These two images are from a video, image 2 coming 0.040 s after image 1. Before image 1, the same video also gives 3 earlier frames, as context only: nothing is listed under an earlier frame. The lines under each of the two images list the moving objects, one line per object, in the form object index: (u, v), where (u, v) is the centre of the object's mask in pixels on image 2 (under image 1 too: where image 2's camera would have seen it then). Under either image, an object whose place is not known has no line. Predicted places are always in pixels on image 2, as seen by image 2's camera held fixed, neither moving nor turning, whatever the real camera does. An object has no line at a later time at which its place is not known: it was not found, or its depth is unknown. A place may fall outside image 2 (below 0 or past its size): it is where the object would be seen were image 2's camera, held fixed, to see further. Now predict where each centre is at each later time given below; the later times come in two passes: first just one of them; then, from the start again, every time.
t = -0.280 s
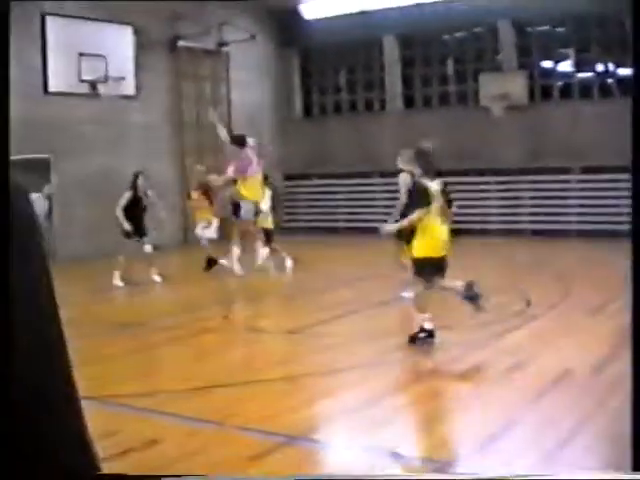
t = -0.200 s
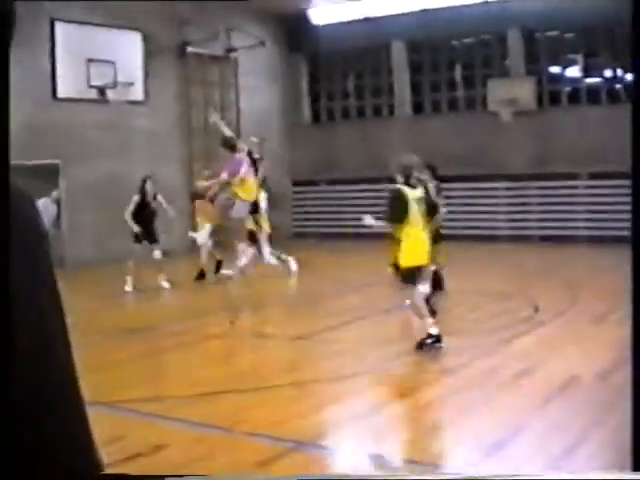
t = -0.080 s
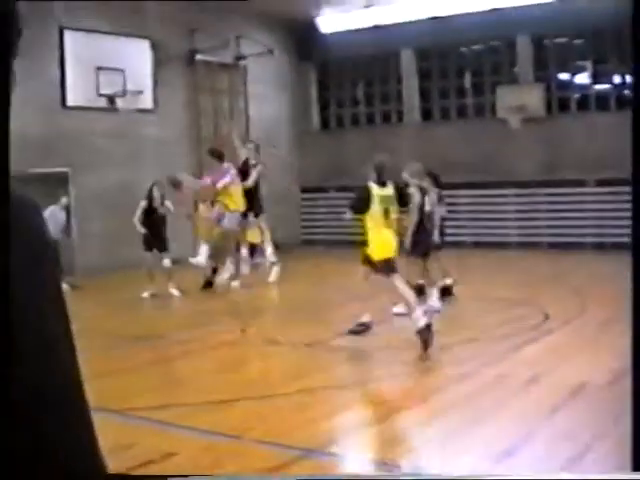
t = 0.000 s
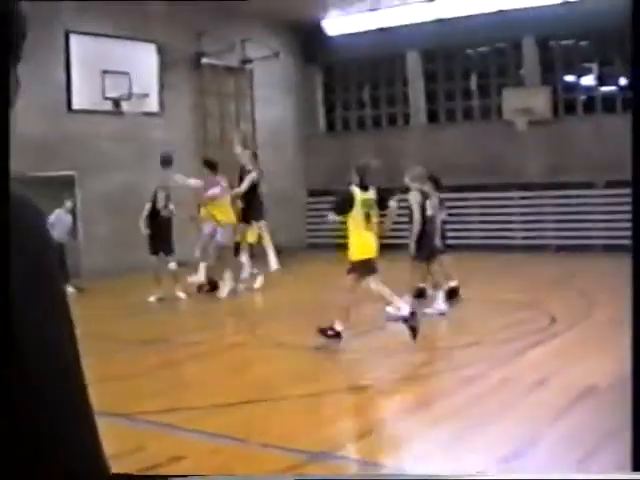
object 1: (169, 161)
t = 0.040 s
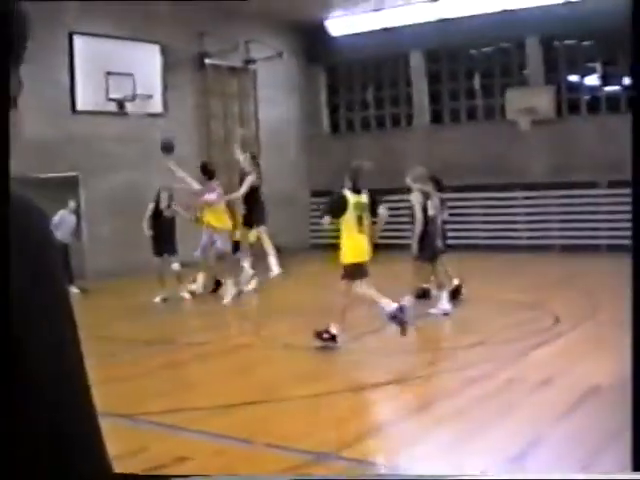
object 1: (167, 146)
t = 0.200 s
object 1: (162, 100)
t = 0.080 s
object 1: (166, 133)
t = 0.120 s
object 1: (165, 121)
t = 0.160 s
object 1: (163, 109)
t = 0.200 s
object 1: (162, 100)
